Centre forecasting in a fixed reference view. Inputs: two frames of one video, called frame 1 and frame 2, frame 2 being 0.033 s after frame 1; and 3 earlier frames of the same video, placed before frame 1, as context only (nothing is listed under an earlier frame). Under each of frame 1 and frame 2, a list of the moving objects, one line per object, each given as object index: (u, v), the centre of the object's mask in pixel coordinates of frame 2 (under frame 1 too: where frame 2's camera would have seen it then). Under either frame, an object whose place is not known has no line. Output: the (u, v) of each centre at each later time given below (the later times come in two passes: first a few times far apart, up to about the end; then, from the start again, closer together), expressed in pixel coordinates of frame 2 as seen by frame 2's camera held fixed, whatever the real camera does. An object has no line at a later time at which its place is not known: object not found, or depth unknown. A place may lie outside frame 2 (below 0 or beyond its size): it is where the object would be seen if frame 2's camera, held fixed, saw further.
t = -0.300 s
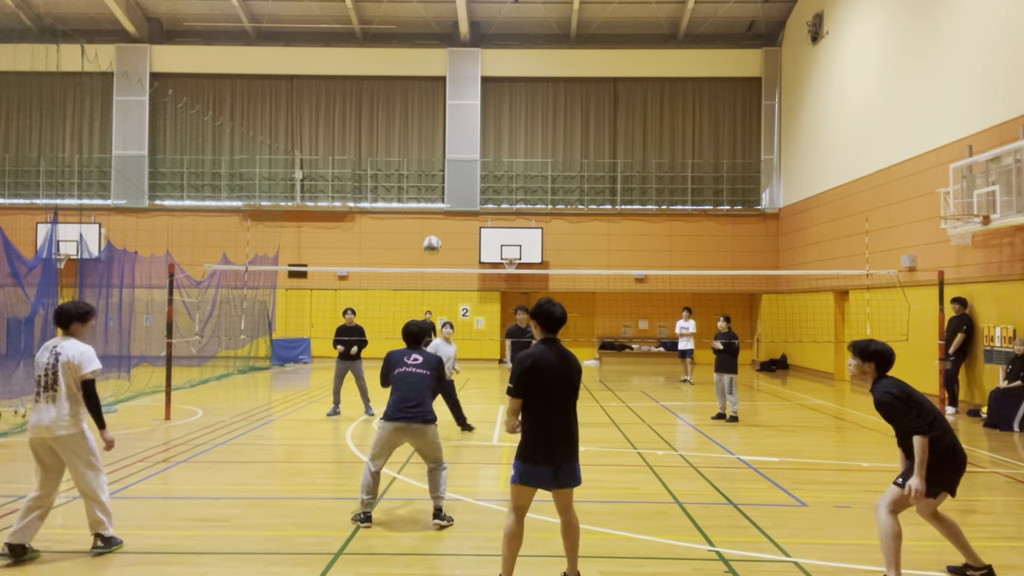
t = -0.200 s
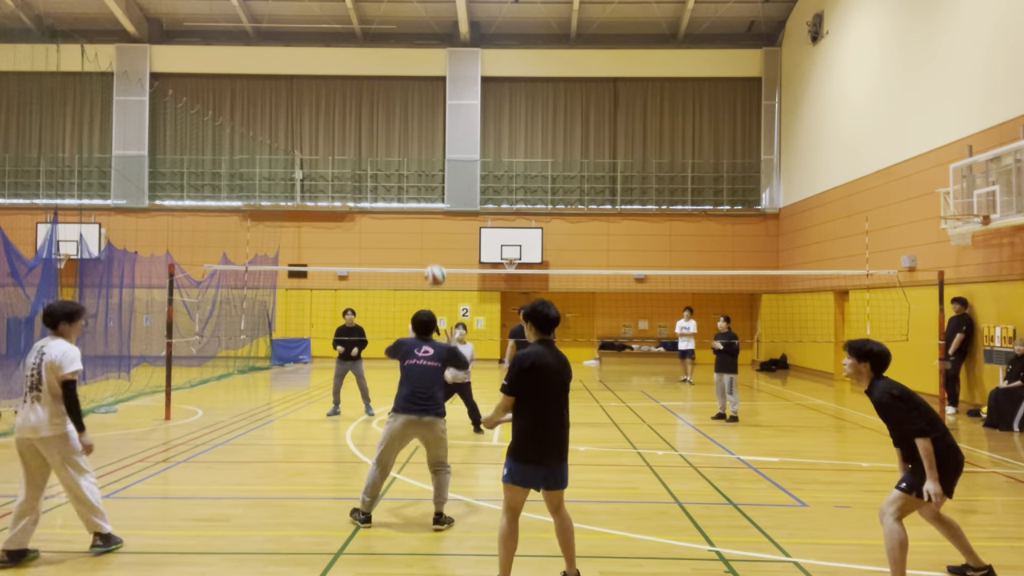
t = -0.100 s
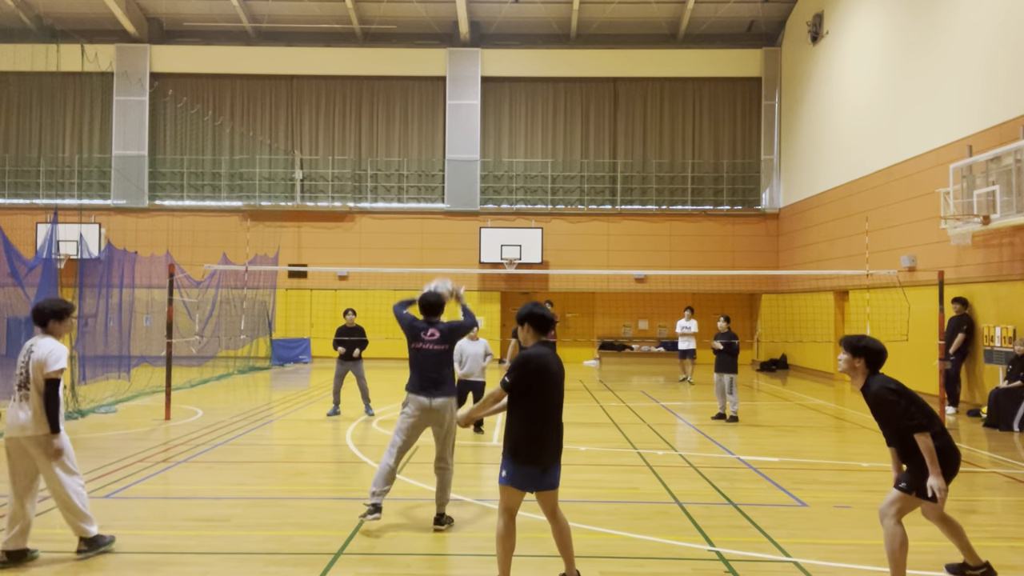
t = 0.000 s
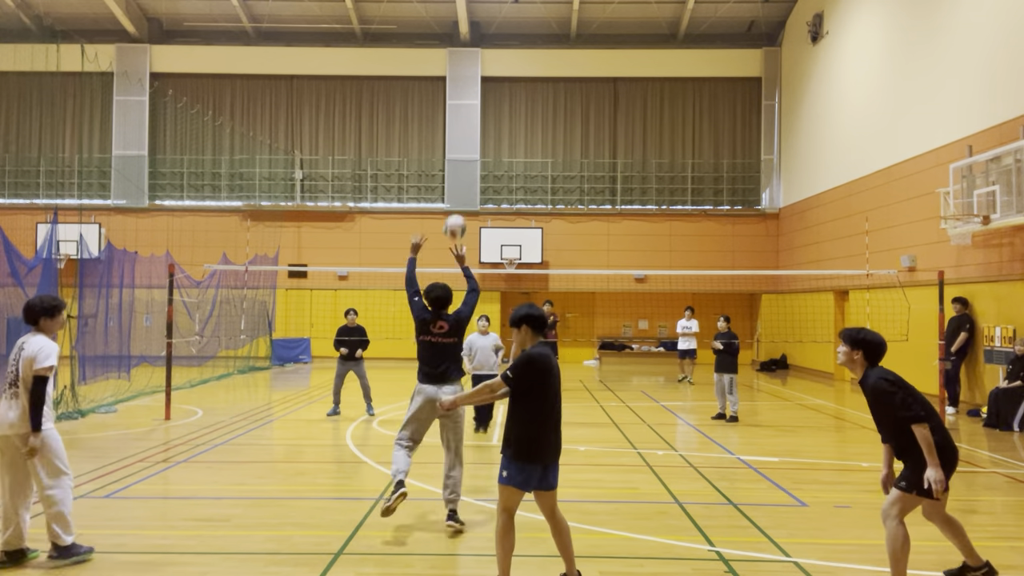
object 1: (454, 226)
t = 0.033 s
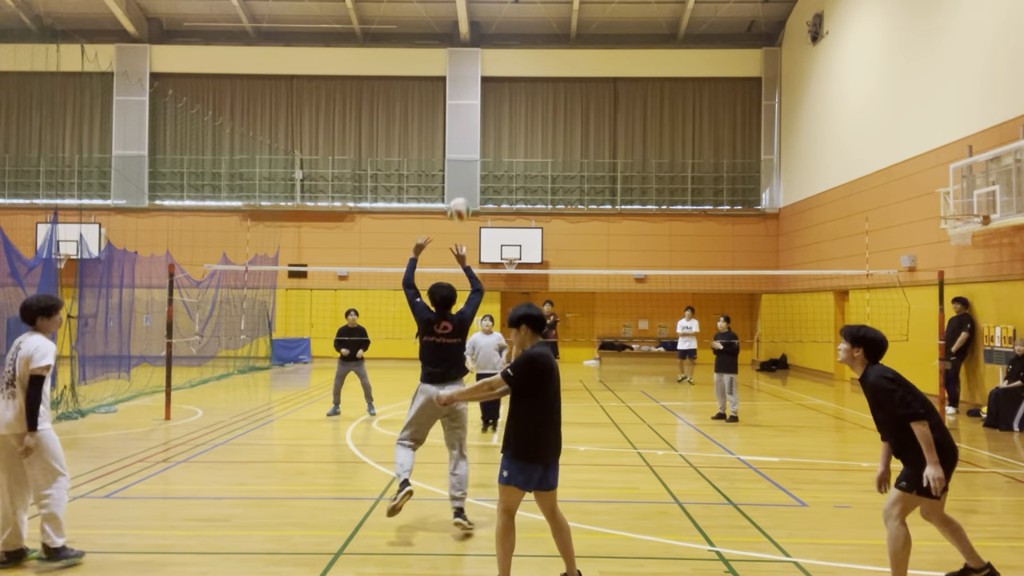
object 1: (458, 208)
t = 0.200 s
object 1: (476, 146)
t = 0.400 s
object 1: (498, 124)
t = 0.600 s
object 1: (515, 138)
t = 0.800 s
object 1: (529, 182)
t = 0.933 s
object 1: (538, 226)
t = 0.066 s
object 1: (462, 195)
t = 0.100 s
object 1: (465, 177)
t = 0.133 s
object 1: (469, 165)
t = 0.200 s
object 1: (476, 146)
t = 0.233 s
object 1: (479, 139)
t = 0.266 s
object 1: (485, 135)
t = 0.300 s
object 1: (489, 131)
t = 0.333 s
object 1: (492, 128)
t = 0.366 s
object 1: (495, 126)
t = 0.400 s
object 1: (498, 124)
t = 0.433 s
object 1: (501, 124)
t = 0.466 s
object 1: (504, 125)
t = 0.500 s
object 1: (507, 126)
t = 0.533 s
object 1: (509, 129)
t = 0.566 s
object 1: (512, 133)
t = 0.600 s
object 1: (515, 138)
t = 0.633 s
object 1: (517, 143)
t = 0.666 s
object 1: (520, 149)
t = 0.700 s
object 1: (522, 156)
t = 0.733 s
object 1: (524, 164)
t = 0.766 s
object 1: (527, 172)
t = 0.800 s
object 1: (529, 182)
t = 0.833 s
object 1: (531, 193)
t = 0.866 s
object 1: (533, 202)
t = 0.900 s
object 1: (536, 214)
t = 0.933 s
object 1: (538, 226)
